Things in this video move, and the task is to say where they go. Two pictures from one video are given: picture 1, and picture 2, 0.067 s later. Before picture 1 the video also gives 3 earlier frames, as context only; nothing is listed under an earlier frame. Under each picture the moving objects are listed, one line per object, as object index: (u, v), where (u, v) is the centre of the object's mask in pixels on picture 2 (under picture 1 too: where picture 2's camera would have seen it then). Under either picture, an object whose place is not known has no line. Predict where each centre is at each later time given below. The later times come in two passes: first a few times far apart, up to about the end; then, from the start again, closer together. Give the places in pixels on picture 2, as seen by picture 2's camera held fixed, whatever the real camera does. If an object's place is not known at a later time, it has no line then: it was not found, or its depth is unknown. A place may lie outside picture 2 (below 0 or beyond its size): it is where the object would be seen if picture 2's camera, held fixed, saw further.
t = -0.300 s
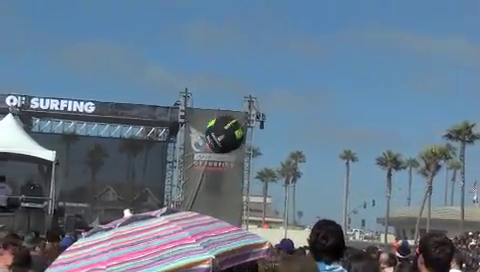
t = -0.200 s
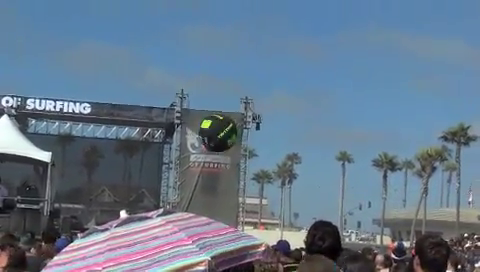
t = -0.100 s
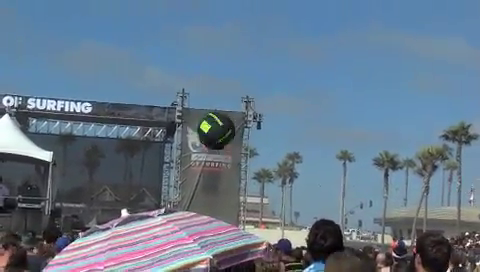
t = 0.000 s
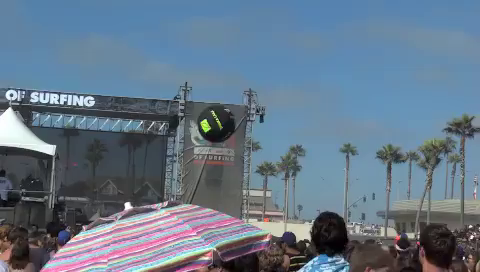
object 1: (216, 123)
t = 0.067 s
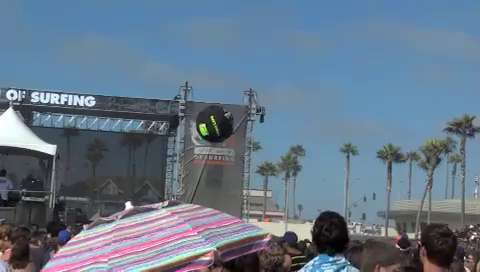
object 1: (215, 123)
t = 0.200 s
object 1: (211, 126)
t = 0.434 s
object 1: (204, 137)
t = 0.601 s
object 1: (200, 148)
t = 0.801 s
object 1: (195, 165)
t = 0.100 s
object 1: (213, 124)
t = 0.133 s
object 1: (212, 125)
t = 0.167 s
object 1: (212, 126)
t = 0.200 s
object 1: (211, 126)
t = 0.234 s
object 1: (210, 127)
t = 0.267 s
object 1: (209, 129)
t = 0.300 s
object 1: (208, 130)
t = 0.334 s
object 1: (207, 132)
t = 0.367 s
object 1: (206, 133)
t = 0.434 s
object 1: (204, 137)
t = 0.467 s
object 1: (203, 139)
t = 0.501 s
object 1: (203, 141)
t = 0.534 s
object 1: (202, 143)
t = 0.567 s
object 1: (201, 145)
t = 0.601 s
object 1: (200, 148)
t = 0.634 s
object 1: (199, 151)
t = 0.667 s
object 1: (199, 153)
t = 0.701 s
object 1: (198, 155)
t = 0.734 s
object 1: (197, 159)
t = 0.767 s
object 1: (196, 162)
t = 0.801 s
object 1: (195, 165)
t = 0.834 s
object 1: (193, 168)
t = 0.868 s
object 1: (192, 172)
